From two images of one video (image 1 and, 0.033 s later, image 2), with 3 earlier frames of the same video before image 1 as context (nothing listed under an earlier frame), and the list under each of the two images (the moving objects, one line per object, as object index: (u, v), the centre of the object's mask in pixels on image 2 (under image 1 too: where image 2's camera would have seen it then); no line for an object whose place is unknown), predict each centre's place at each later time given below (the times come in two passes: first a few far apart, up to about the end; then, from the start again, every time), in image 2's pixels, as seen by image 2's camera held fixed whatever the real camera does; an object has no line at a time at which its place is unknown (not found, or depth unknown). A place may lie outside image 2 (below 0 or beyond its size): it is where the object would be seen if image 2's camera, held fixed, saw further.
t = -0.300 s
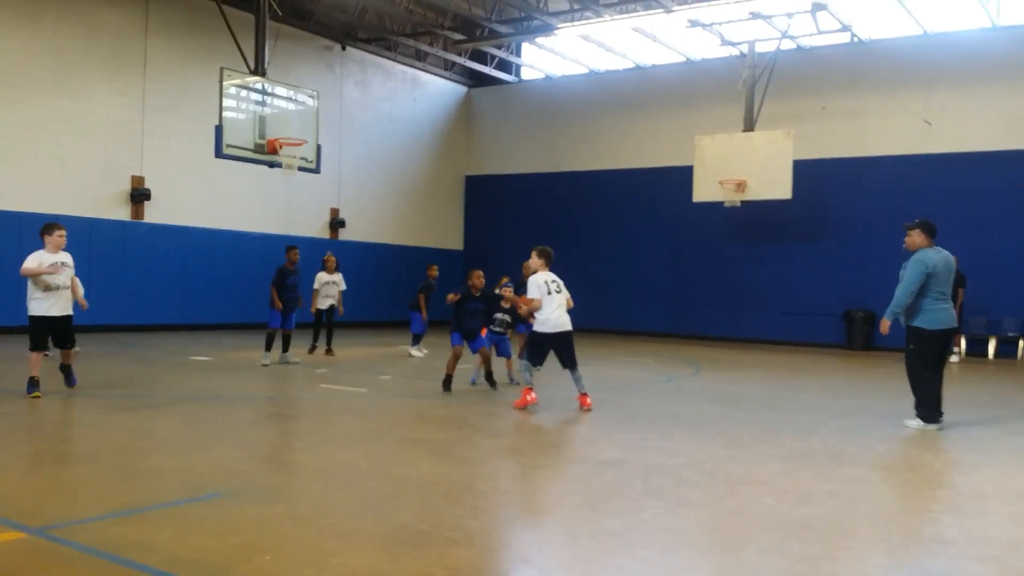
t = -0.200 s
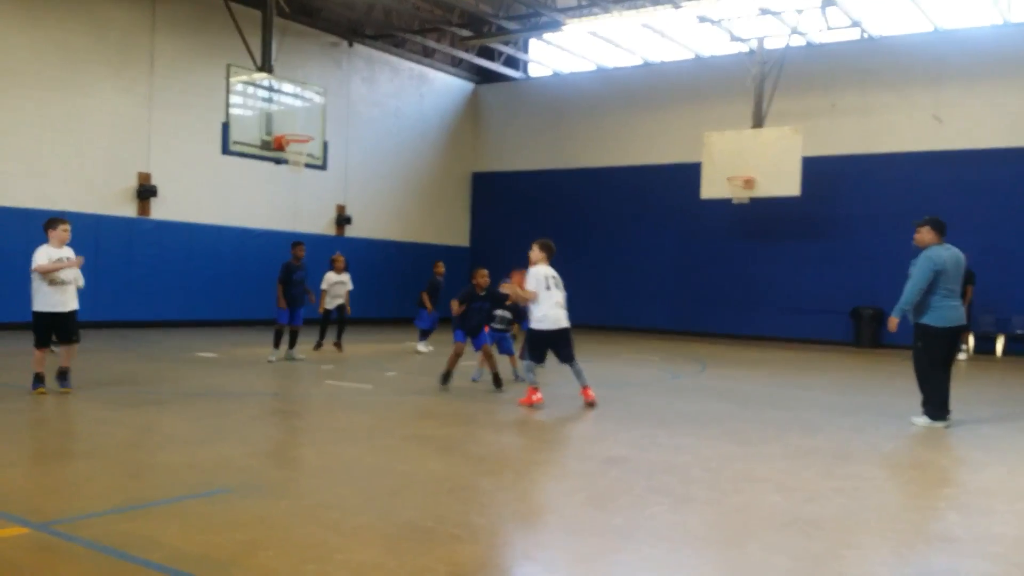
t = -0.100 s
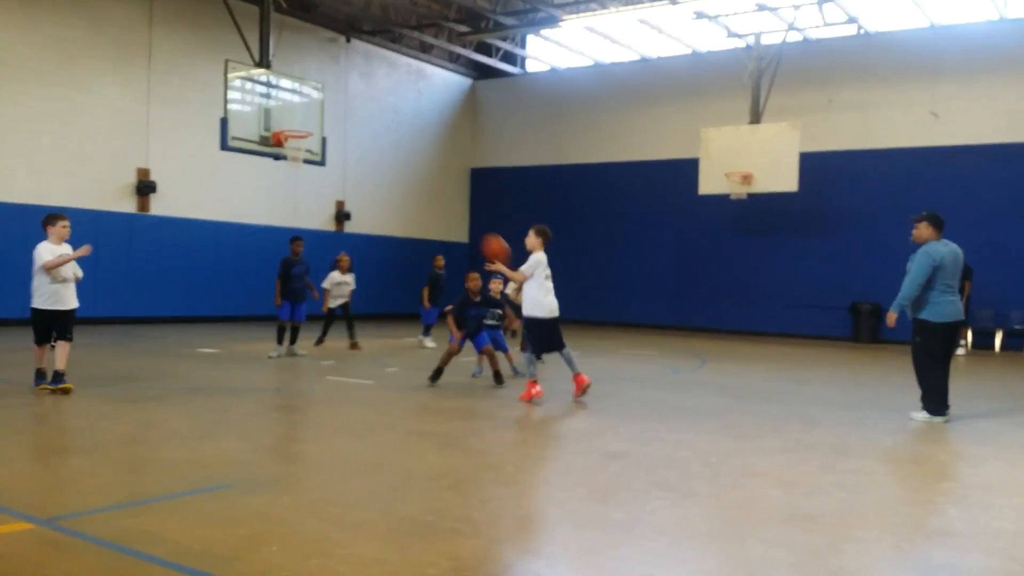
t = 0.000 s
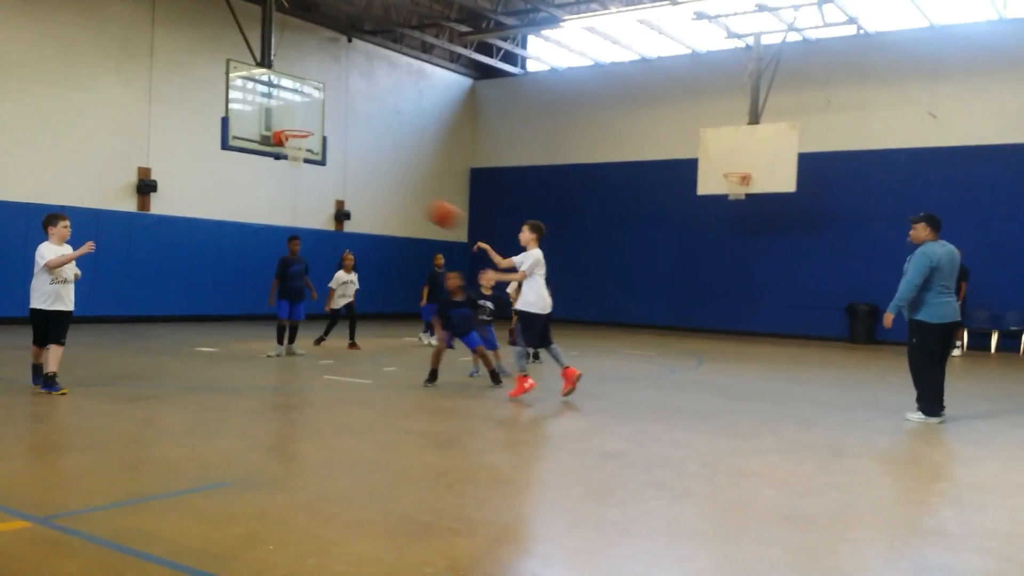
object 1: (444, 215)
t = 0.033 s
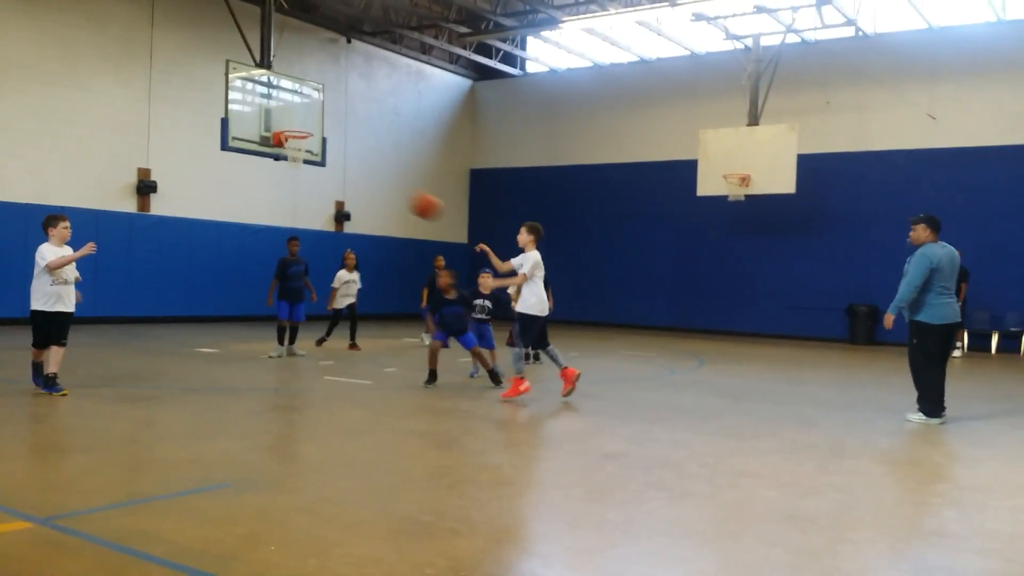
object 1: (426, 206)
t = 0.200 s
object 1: (332, 175)
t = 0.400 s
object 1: (212, 180)
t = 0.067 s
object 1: (407, 197)
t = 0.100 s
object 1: (388, 190)
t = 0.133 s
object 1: (370, 184)
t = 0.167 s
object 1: (351, 179)
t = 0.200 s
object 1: (332, 175)
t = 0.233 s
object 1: (312, 173)
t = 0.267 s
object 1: (294, 172)
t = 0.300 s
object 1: (274, 172)
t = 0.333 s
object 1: (253, 173)
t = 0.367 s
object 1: (233, 176)
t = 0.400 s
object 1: (212, 180)
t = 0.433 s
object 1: (192, 185)
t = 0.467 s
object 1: (171, 192)
